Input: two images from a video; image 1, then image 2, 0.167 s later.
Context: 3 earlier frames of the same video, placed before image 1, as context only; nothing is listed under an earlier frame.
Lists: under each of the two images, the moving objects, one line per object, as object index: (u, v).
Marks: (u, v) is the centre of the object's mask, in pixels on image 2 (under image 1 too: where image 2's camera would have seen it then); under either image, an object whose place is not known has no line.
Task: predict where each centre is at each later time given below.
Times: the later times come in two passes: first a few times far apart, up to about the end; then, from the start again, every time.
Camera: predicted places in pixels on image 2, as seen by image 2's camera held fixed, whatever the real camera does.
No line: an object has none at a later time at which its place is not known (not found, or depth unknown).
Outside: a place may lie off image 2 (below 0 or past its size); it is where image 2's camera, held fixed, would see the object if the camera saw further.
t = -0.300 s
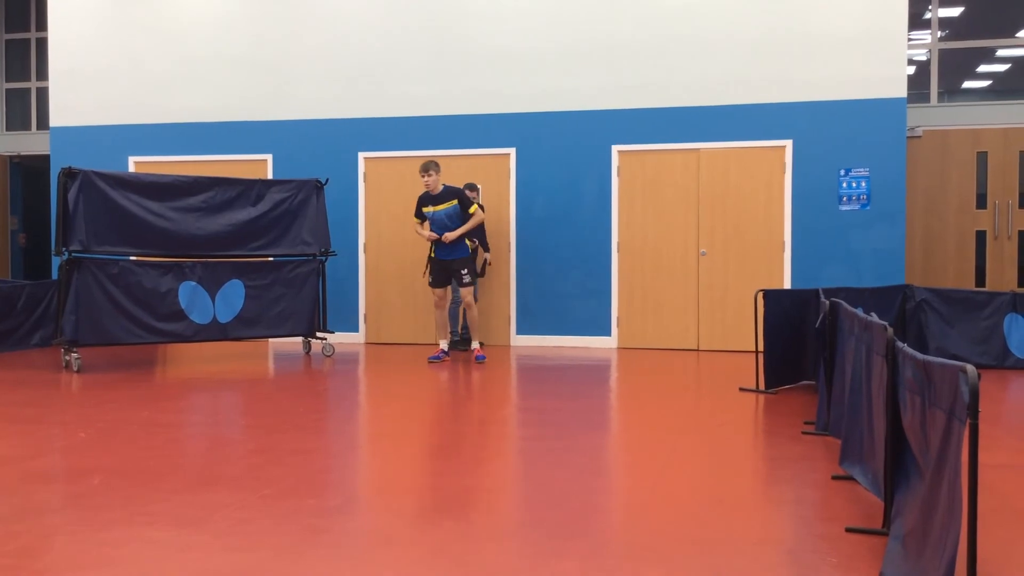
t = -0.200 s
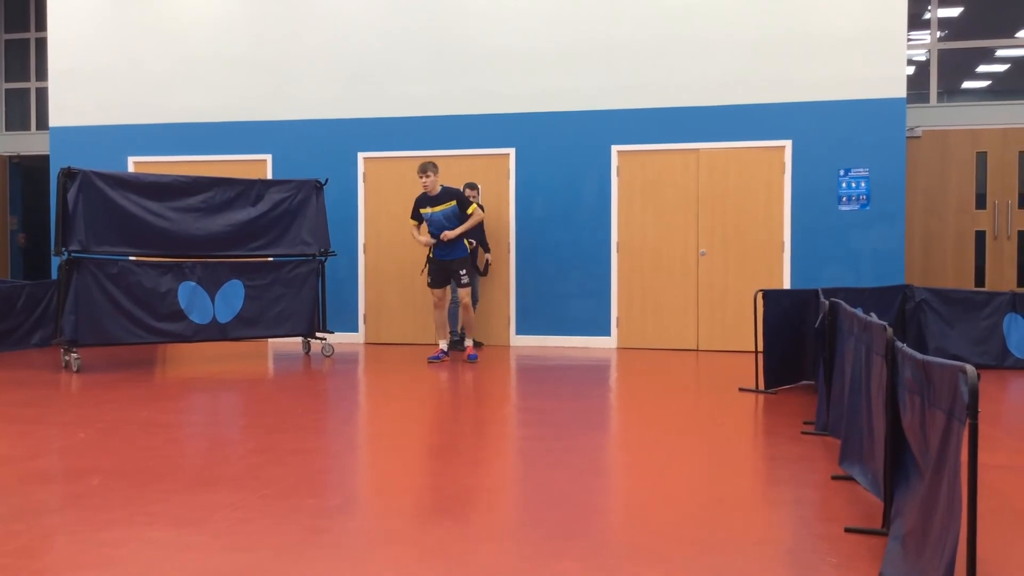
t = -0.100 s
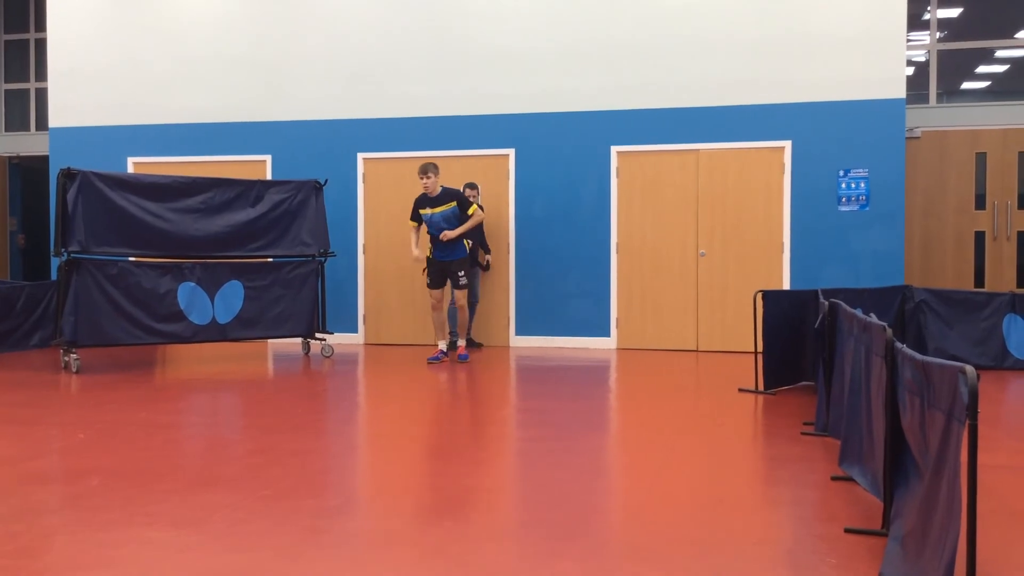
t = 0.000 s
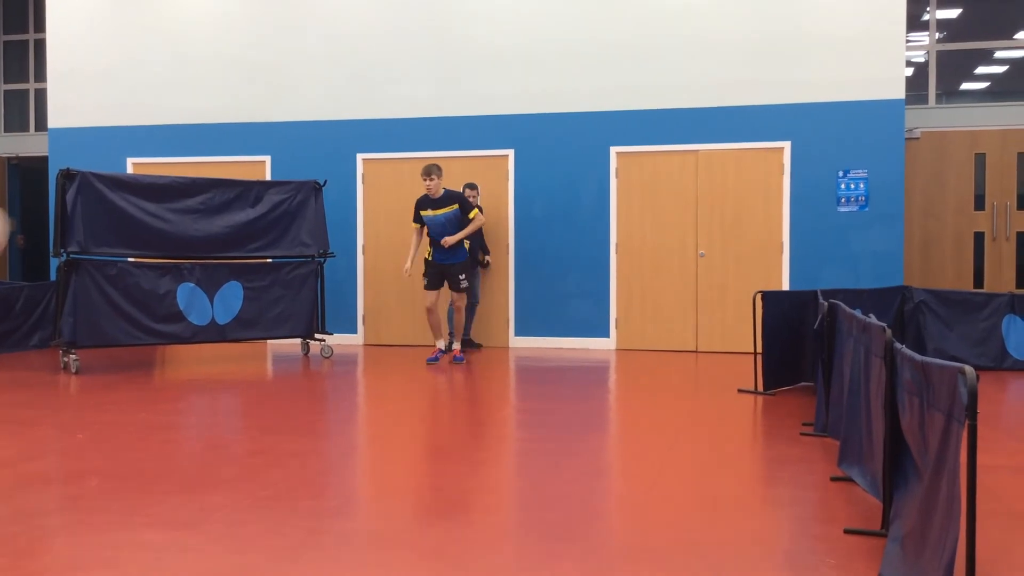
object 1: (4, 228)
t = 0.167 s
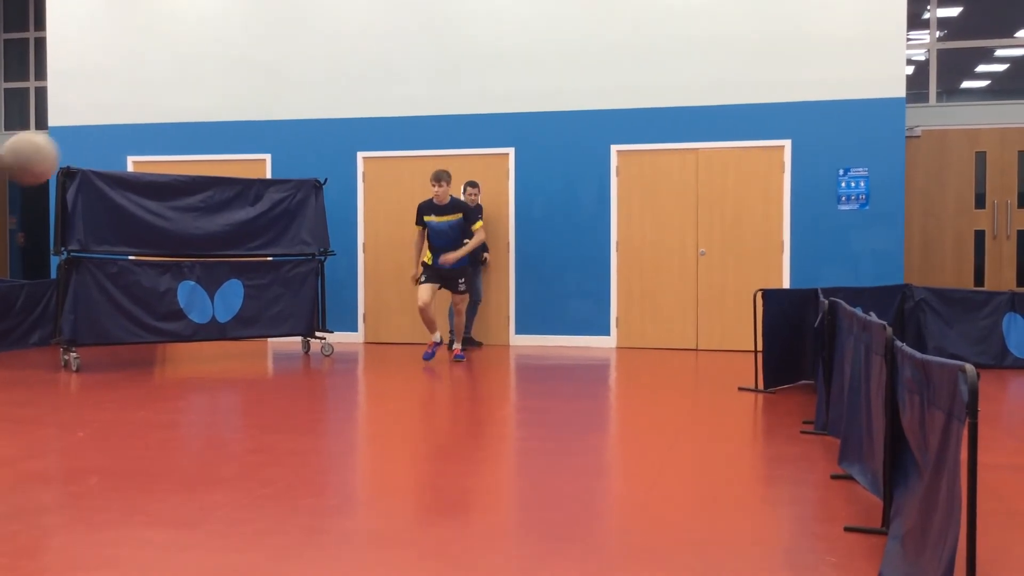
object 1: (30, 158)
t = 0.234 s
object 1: (50, 148)
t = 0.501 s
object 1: (130, 214)
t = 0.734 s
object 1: (196, 406)
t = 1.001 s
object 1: (234, 303)
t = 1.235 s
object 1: (259, 235)
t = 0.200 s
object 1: (40, 151)
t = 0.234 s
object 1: (50, 148)
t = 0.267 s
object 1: (60, 147)
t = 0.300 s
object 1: (70, 148)
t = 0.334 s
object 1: (80, 152)
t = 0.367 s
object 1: (91, 159)
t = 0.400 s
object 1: (100, 169)
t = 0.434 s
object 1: (110, 181)
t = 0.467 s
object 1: (120, 196)
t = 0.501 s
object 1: (130, 214)
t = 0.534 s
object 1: (140, 232)
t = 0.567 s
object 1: (150, 258)
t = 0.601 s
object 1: (159, 283)
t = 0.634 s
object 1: (168, 310)
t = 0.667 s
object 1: (177, 337)
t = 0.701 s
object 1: (187, 372)
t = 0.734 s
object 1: (196, 406)
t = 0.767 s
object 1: (205, 450)
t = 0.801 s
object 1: (210, 458)
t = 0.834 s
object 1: (214, 423)
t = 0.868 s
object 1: (218, 394)
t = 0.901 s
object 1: (222, 368)
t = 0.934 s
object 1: (226, 342)
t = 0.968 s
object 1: (230, 320)
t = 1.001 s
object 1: (234, 303)
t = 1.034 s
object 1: (238, 285)
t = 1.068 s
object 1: (241, 271)
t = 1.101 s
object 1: (244, 259)
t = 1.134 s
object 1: (248, 250)
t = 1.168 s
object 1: (252, 242)
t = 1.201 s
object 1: (255, 238)
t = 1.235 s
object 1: (259, 235)
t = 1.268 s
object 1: (262, 235)
